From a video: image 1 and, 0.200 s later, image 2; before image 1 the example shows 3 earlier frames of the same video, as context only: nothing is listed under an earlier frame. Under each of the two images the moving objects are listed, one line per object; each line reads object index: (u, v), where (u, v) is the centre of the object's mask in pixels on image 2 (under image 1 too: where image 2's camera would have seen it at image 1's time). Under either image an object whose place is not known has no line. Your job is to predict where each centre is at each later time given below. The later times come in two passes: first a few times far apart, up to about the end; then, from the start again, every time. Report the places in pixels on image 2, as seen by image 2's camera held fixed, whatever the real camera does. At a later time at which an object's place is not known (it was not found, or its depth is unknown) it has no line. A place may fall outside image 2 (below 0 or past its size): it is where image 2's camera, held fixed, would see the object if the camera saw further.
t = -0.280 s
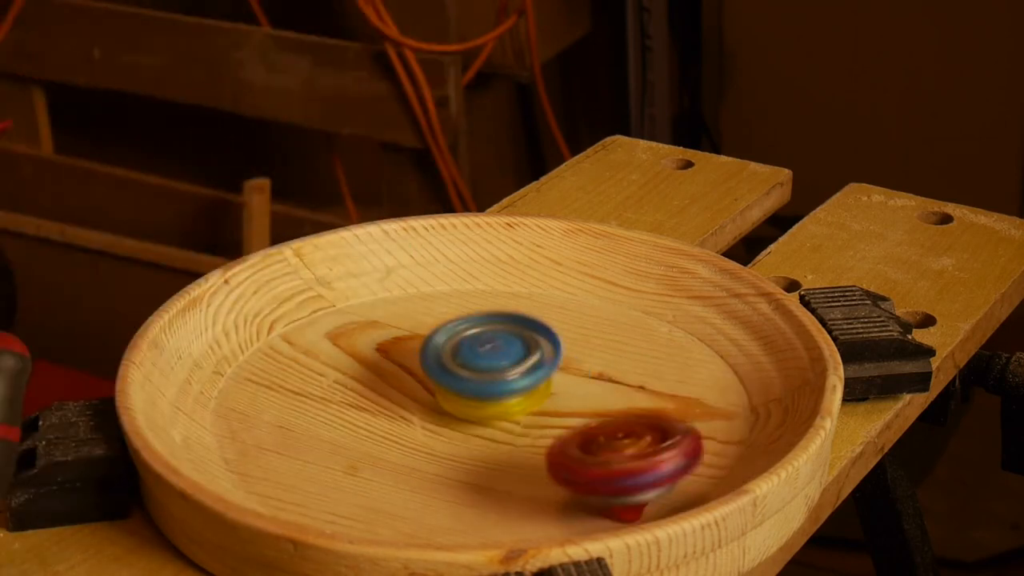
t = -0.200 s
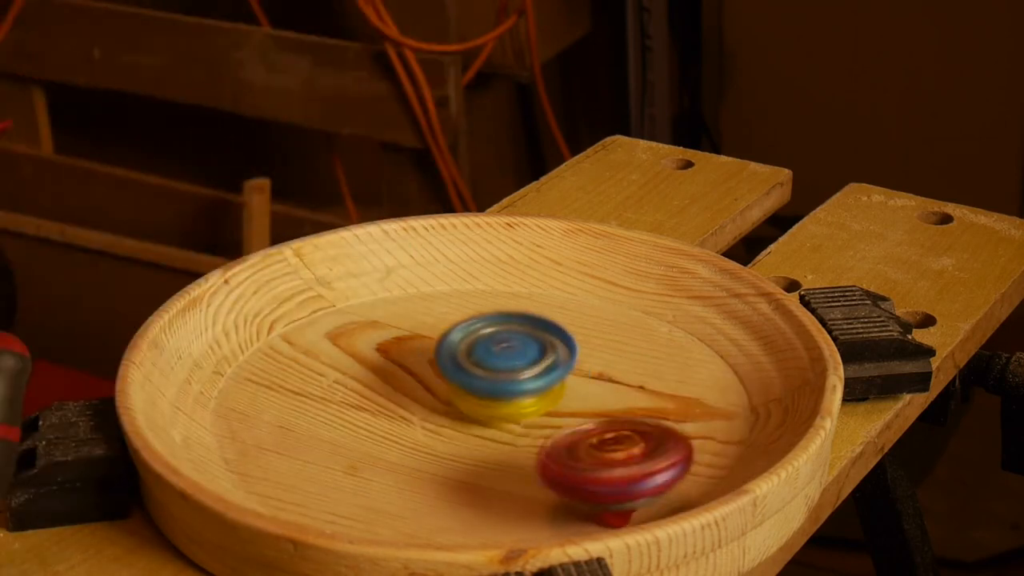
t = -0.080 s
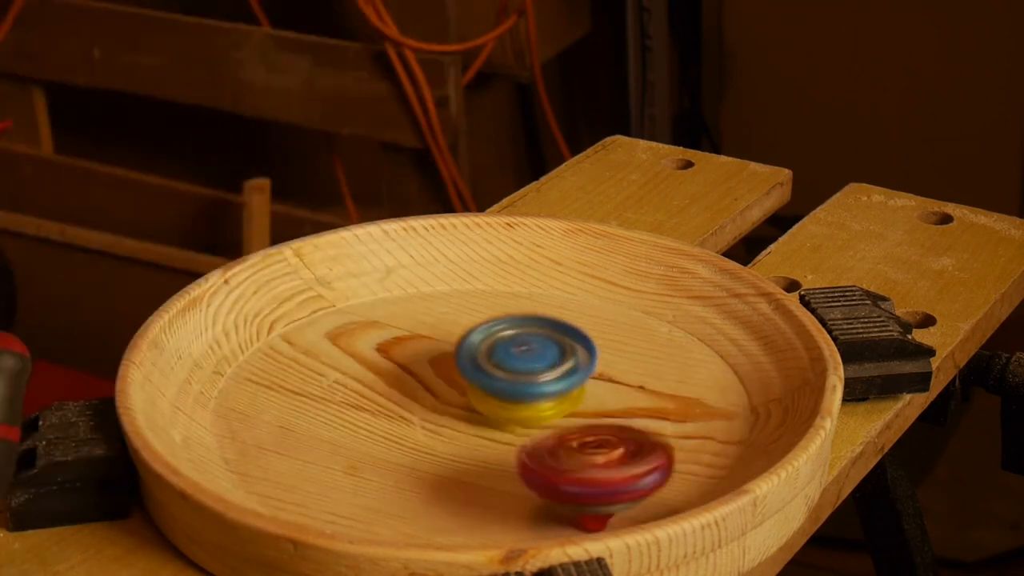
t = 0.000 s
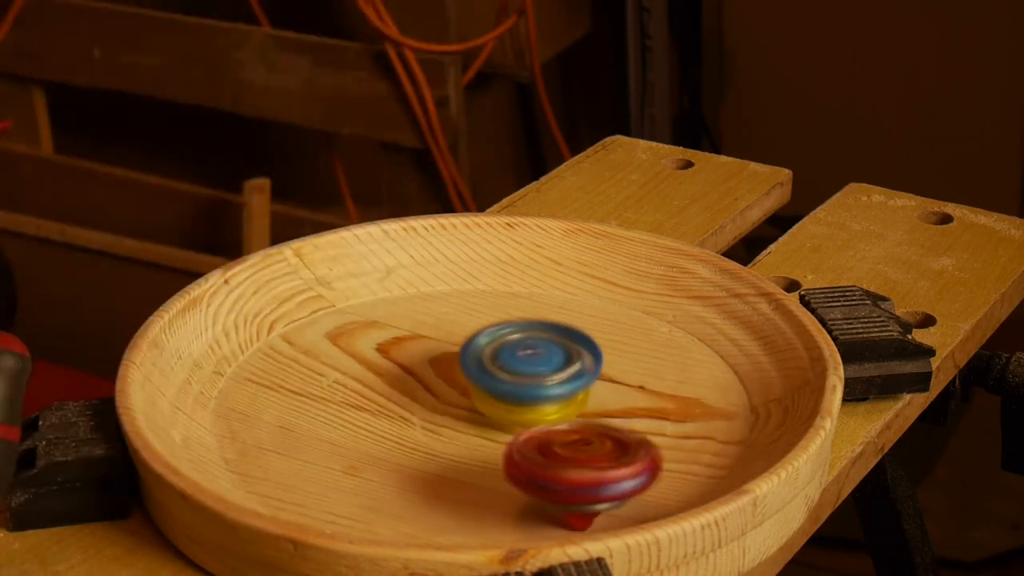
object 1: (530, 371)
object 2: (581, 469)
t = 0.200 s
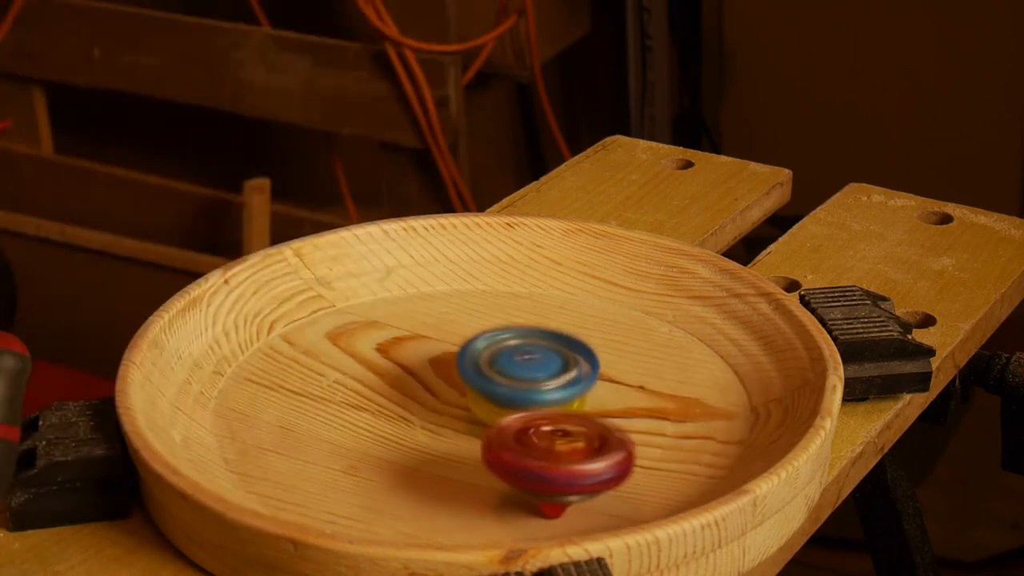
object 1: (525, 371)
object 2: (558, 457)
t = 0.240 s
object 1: (525, 371)
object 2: (558, 454)
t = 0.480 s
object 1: (516, 369)
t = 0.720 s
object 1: (518, 367)
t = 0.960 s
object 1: (525, 379)
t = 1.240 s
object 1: (512, 376)
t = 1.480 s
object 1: (504, 376)
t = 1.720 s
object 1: (511, 382)
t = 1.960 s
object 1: (519, 385)
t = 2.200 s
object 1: (522, 386)
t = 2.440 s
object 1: (524, 387)
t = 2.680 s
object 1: (522, 385)
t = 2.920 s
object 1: (522, 384)
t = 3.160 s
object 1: (521, 384)
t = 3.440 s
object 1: (520, 383)
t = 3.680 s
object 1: (519, 383)
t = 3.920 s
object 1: (519, 383)
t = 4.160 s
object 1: (519, 384)
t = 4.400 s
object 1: (520, 384)
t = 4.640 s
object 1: (521, 385)
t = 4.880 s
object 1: (495, 380)
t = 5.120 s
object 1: (474, 386)
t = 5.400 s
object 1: (494, 395)
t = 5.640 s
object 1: (494, 398)
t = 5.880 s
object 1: (505, 400)
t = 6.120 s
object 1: (515, 395)
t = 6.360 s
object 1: (515, 397)
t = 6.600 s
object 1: (502, 391)
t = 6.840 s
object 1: (503, 387)
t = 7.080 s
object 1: (499, 392)
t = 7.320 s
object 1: (493, 401)
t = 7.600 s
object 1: (498, 402)
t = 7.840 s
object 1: (488, 402)
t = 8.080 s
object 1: (503, 400)
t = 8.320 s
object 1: (512, 396)
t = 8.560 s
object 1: (511, 396)
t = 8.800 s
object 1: (495, 393)
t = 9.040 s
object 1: (495, 399)
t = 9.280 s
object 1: (498, 403)
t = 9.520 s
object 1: (499, 399)
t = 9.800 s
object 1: (523, 392)
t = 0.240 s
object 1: (525, 371)
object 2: (558, 454)
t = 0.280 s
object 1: (524, 370)
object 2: (557, 450)
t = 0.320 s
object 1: (521, 370)
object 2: (558, 446)
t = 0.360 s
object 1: (520, 370)
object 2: (558, 443)
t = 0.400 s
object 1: (519, 369)
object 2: (560, 439)
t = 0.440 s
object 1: (515, 370)
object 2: (575, 446)
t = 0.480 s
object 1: (516, 369)
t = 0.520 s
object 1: (515, 366)
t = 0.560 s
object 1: (515, 364)
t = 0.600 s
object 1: (515, 364)
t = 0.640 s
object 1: (516, 364)
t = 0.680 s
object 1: (517, 365)
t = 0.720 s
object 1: (518, 367)
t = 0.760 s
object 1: (521, 368)
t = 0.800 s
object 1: (524, 371)
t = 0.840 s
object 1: (526, 373)
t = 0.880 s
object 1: (527, 375)
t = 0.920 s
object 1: (526, 377)
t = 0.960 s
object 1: (525, 379)
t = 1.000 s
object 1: (523, 380)
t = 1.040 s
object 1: (521, 380)
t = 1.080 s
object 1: (519, 381)
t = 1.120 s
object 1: (518, 379)
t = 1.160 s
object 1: (516, 378)
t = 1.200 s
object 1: (514, 377)
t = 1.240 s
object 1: (512, 376)
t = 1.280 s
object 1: (509, 375)
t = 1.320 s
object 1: (505, 374)
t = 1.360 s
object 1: (503, 373)
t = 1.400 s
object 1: (503, 374)
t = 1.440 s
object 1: (504, 375)
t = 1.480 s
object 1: (504, 376)
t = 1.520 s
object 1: (505, 377)
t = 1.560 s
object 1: (505, 378)
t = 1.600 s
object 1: (507, 380)
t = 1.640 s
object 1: (509, 381)
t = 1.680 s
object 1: (510, 382)
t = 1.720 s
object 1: (511, 382)
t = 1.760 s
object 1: (512, 383)
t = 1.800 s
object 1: (513, 383)
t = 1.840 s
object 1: (515, 383)
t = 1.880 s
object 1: (517, 384)
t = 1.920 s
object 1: (518, 384)
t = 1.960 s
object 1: (519, 385)
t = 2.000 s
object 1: (520, 385)
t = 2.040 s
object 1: (520, 385)
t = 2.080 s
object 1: (521, 385)
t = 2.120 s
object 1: (521, 386)
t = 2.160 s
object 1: (522, 386)
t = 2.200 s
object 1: (522, 386)
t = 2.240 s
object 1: (522, 386)
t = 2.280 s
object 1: (523, 386)
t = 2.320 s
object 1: (523, 387)
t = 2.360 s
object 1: (523, 387)
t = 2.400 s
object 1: (523, 387)
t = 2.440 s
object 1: (524, 387)
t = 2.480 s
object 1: (523, 386)
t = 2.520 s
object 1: (524, 387)
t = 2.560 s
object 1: (523, 385)
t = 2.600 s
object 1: (523, 385)
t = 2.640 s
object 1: (523, 385)
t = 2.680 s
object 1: (522, 385)
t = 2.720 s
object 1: (522, 385)
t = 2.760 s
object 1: (522, 385)
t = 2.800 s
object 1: (522, 384)
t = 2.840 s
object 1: (522, 384)
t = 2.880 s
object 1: (522, 384)
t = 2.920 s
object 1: (522, 384)
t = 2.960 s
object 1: (522, 384)
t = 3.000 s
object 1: (521, 384)
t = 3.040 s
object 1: (521, 384)
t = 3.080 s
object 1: (521, 384)
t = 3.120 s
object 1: (521, 384)
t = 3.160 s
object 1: (521, 384)
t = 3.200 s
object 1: (521, 383)
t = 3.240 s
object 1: (521, 383)
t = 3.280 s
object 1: (520, 384)
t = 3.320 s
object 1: (520, 383)
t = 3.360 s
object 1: (520, 384)
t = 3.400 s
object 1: (520, 383)
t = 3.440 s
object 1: (520, 383)
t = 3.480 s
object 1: (519, 383)
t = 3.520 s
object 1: (519, 383)
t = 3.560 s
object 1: (518, 383)
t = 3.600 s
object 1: (519, 383)
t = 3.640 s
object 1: (519, 383)
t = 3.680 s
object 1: (519, 383)
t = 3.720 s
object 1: (519, 383)
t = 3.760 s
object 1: (519, 383)
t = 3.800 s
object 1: (519, 383)
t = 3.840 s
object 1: (519, 383)
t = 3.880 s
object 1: (519, 383)
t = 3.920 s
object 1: (519, 383)
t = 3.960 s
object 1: (519, 383)
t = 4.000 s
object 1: (519, 383)
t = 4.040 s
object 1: (519, 383)
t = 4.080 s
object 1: (519, 383)
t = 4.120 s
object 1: (519, 384)
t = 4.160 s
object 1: (519, 384)
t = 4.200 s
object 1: (520, 384)
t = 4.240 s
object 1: (520, 384)
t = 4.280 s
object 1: (520, 384)
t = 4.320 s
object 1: (520, 384)
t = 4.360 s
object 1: (520, 384)
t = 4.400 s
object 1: (520, 384)
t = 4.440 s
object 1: (521, 384)
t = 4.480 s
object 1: (521, 384)
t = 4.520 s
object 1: (521, 384)
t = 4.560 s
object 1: (521, 384)
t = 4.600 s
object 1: (521, 385)
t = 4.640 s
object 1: (521, 385)
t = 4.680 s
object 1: (521, 385)
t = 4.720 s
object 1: (521, 385)
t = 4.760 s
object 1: (521, 385)
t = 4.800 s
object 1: (521, 385)
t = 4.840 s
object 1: (514, 382)
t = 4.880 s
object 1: (495, 380)
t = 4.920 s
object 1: (483, 379)
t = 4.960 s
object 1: (476, 380)
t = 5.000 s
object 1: (472, 382)
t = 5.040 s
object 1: (471, 383)
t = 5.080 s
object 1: (472, 384)
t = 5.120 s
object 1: (474, 386)
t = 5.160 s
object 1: (477, 387)
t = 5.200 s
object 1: (480, 389)
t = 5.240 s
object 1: (484, 390)
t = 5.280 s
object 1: (486, 391)
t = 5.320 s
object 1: (488, 392)
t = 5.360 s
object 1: (491, 393)
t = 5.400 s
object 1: (494, 395)
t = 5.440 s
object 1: (496, 397)
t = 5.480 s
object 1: (496, 397)
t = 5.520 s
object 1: (494, 397)
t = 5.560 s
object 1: (494, 397)
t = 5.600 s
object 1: (494, 397)
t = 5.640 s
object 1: (494, 398)
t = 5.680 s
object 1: (496, 398)
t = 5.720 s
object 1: (497, 399)
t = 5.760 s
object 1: (500, 400)
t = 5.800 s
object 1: (502, 400)
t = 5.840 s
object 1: (504, 400)
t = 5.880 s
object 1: (505, 400)
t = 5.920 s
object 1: (505, 399)
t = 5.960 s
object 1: (507, 398)
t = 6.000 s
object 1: (508, 397)
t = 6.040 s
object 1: (509, 396)
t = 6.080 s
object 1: (512, 395)
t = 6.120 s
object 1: (515, 395)
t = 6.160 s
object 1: (517, 395)
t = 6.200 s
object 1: (517, 396)
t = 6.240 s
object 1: (516, 396)
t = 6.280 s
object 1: (515, 396)
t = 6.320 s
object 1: (514, 397)
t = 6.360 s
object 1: (515, 397)
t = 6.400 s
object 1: (513, 397)
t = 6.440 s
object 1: (509, 396)
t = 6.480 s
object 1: (507, 395)
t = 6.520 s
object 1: (505, 394)
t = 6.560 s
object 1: (503, 392)
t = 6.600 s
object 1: (502, 391)
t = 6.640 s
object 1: (503, 390)
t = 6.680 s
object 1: (504, 389)
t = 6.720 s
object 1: (504, 388)
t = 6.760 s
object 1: (504, 387)
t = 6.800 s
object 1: (503, 387)
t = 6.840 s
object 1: (503, 387)
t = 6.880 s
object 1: (501, 388)
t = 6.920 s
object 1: (501, 388)
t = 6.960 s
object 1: (500, 389)
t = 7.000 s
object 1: (499, 390)
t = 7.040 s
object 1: (499, 391)
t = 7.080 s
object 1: (499, 392)
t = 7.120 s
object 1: (500, 394)
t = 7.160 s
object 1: (498, 397)
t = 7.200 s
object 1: (496, 398)
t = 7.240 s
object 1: (494, 399)
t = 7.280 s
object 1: (494, 401)
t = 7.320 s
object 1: (493, 401)
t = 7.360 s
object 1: (494, 402)
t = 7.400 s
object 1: (495, 403)
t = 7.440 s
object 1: (496, 403)
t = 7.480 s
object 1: (496, 402)
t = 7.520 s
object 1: (496, 402)
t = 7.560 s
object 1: (497, 402)
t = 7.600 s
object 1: (498, 402)
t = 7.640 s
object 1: (487, 401)
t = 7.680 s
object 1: (479, 402)
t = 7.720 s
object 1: (478, 403)
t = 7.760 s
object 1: (481, 403)
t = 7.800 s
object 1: (484, 402)
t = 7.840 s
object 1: (488, 402)
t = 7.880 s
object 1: (492, 402)
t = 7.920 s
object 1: (495, 402)
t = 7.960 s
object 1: (497, 401)
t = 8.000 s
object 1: (500, 401)
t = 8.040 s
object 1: (503, 401)
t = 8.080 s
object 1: (503, 400)
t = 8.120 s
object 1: (502, 399)
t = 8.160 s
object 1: (503, 398)
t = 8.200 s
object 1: (504, 397)
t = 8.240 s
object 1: (505, 396)
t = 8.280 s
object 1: (507, 396)
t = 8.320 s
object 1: (512, 396)
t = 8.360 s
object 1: (516, 396)
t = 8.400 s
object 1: (518, 396)
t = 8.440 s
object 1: (516, 396)
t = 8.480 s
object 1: (514, 396)
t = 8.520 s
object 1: (514, 396)
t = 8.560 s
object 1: (511, 396)
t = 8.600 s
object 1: (503, 395)
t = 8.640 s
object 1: (498, 394)
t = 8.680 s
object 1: (496, 393)
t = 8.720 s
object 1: (496, 393)
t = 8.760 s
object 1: (496, 393)
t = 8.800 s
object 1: (495, 393)
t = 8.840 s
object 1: (494, 394)
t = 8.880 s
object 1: (494, 395)
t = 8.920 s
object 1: (494, 397)
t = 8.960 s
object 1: (495, 398)
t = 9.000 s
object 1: (495, 399)
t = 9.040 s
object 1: (495, 399)
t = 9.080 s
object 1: (495, 400)
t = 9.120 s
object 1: (495, 401)
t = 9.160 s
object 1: (495, 402)
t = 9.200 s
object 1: (496, 403)
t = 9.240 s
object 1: (497, 403)
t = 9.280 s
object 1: (498, 403)
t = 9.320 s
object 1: (496, 402)
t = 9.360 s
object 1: (496, 402)
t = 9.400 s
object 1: (497, 402)
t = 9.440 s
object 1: (495, 401)
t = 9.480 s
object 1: (496, 401)
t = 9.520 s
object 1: (499, 399)
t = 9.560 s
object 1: (503, 398)
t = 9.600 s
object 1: (506, 397)
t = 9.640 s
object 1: (510, 395)
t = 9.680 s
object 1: (514, 394)
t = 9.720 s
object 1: (519, 394)
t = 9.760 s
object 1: (521, 393)
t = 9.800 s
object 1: (523, 392)
